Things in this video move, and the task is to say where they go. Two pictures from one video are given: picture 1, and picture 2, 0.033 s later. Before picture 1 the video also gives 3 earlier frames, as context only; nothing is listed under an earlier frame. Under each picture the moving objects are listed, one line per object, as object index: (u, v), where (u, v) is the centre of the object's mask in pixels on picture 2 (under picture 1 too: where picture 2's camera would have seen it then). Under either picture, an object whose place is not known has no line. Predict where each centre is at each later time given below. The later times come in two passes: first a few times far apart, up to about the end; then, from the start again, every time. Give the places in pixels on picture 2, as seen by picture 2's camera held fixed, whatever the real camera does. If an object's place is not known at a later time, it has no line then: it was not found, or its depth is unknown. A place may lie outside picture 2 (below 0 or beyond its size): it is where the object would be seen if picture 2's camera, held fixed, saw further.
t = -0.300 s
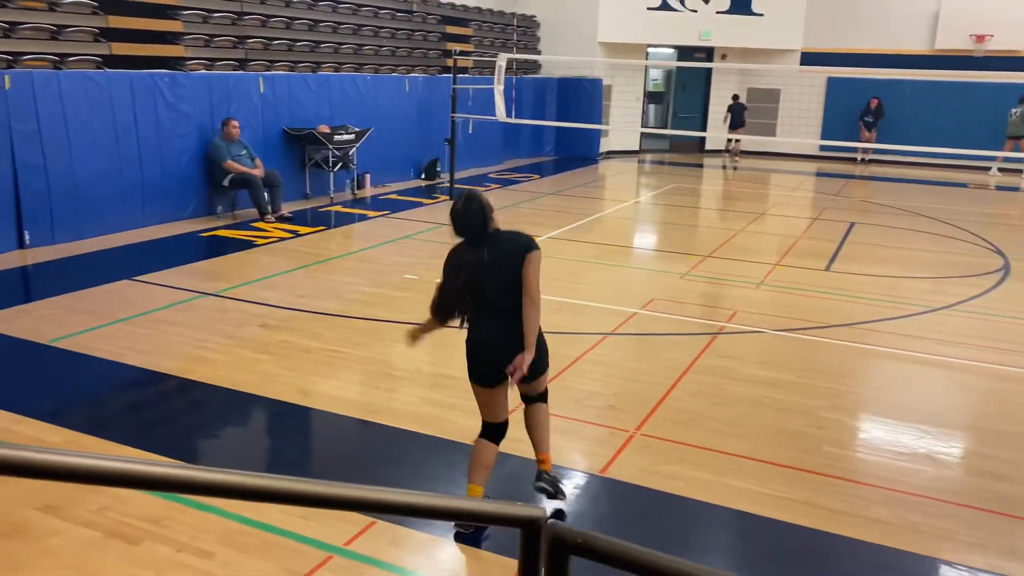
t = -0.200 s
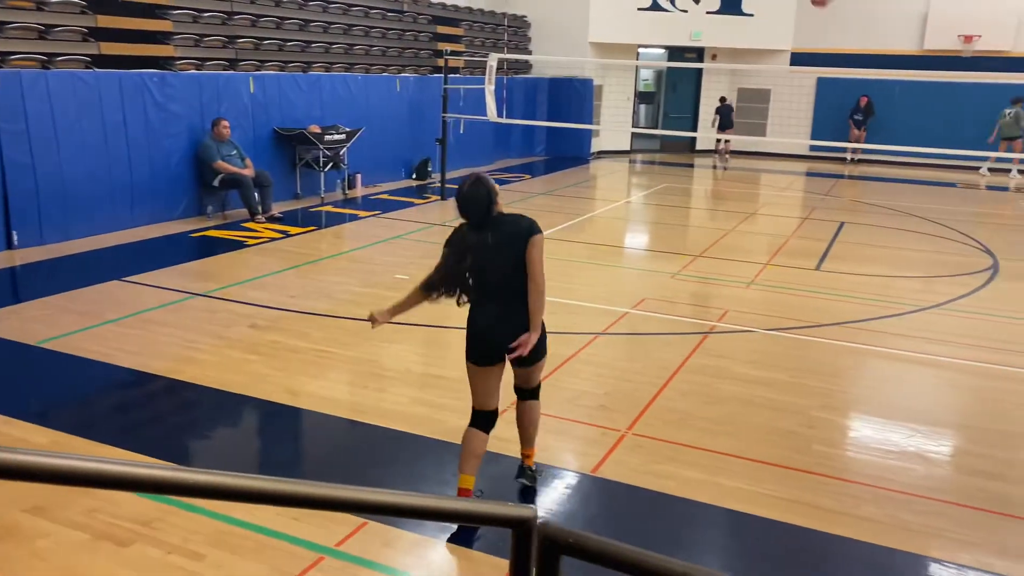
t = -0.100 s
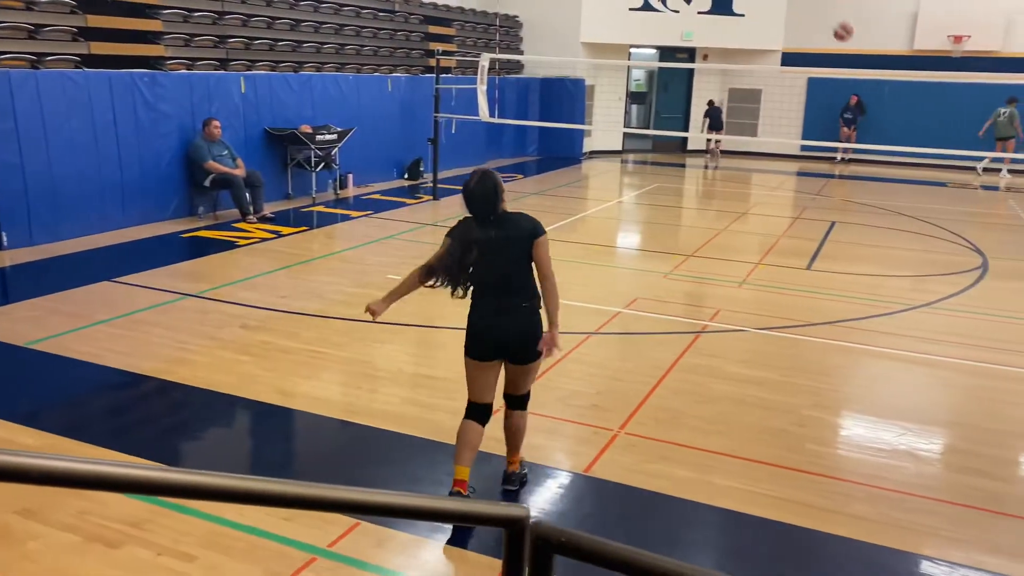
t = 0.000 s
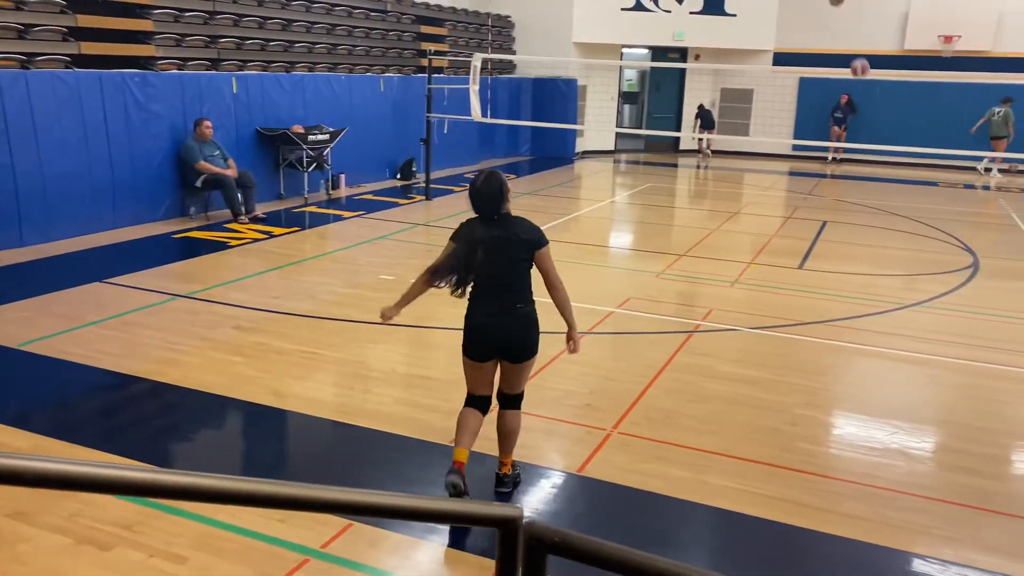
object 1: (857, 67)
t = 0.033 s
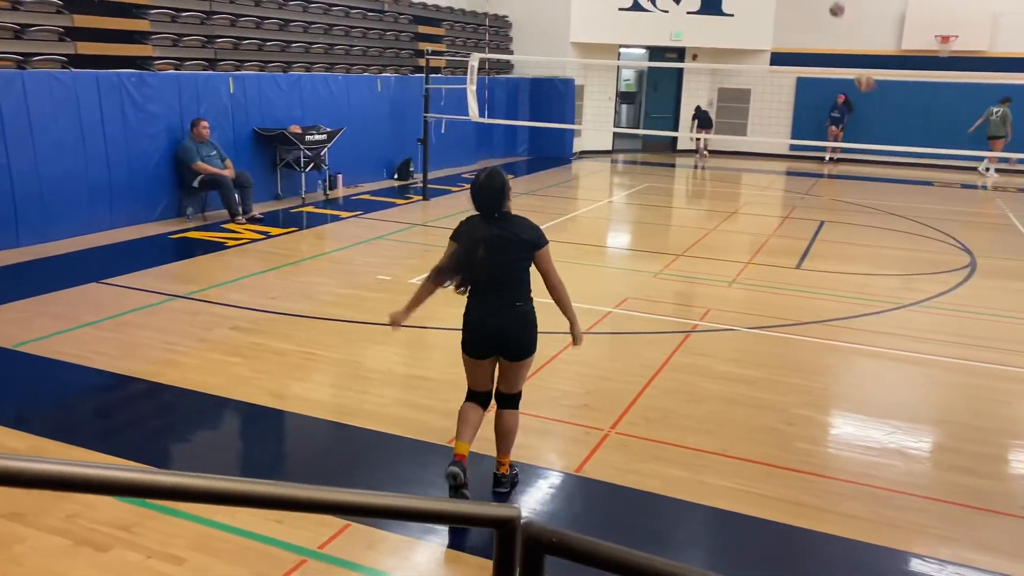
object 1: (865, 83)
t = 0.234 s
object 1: (885, 137)
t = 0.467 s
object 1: (893, 182)
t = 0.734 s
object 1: (904, 238)
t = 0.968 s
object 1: (927, 199)
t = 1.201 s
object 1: (945, 209)
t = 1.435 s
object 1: (955, 274)
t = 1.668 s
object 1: (982, 261)
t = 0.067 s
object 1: (871, 94)
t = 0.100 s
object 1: (877, 107)
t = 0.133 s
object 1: (881, 117)
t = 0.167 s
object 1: (883, 125)
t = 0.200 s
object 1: (885, 131)
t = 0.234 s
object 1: (885, 137)
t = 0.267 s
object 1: (887, 141)
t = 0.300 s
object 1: (888, 145)
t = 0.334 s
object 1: (890, 150)
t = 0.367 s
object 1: (891, 156)
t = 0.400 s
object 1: (892, 162)
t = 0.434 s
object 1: (893, 170)
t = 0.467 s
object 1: (893, 182)
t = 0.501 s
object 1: (894, 191)
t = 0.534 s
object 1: (896, 201)
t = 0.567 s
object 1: (896, 214)
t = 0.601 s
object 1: (896, 226)
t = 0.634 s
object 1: (897, 239)
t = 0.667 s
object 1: (898, 254)
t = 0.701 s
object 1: (900, 246)
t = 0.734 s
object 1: (904, 238)
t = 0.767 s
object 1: (908, 229)
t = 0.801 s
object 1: (911, 223)
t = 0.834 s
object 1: (914, 216)
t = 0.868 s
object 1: (918, 210)
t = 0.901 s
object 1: (921, 206)
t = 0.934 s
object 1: (924, 202)
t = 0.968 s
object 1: (927, 199)
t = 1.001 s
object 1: (930, 197)
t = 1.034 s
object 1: (932, 199)
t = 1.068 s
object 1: (936, 197)
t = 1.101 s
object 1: (938, 198)
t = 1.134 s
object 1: (940, 200)
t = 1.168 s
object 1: (943, 204)
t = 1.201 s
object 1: (945, 209)
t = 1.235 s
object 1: (944, 213)
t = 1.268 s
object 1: (947, 223)
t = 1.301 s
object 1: (949, 231)
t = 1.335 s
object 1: (952, 239)
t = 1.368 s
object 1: (953, 249)
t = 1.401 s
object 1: (956, 260)
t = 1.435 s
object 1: (955, 274)
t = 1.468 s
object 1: (958, 288)
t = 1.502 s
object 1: (961, 290)
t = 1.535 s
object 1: (966, 283)
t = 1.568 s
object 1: (969, 277)
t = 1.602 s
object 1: (974, 270)
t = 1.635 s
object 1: (978, 265)
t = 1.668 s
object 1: (982, 261)
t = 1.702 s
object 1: (988, 258)
